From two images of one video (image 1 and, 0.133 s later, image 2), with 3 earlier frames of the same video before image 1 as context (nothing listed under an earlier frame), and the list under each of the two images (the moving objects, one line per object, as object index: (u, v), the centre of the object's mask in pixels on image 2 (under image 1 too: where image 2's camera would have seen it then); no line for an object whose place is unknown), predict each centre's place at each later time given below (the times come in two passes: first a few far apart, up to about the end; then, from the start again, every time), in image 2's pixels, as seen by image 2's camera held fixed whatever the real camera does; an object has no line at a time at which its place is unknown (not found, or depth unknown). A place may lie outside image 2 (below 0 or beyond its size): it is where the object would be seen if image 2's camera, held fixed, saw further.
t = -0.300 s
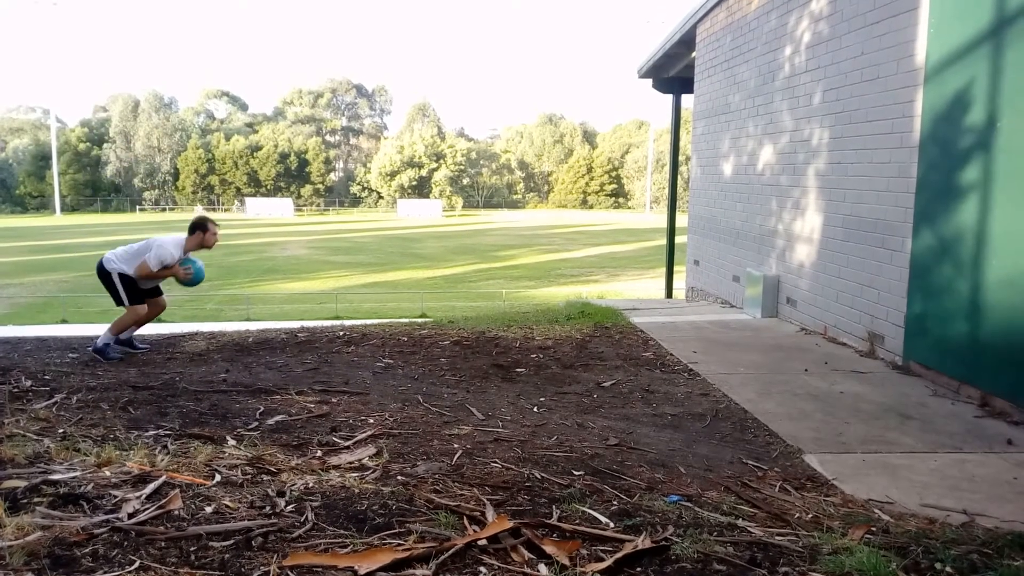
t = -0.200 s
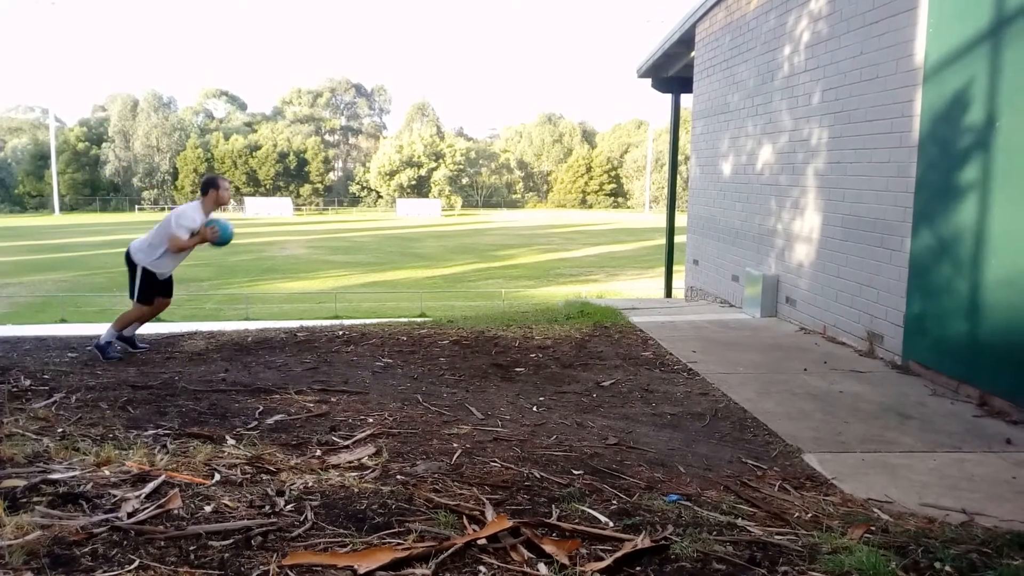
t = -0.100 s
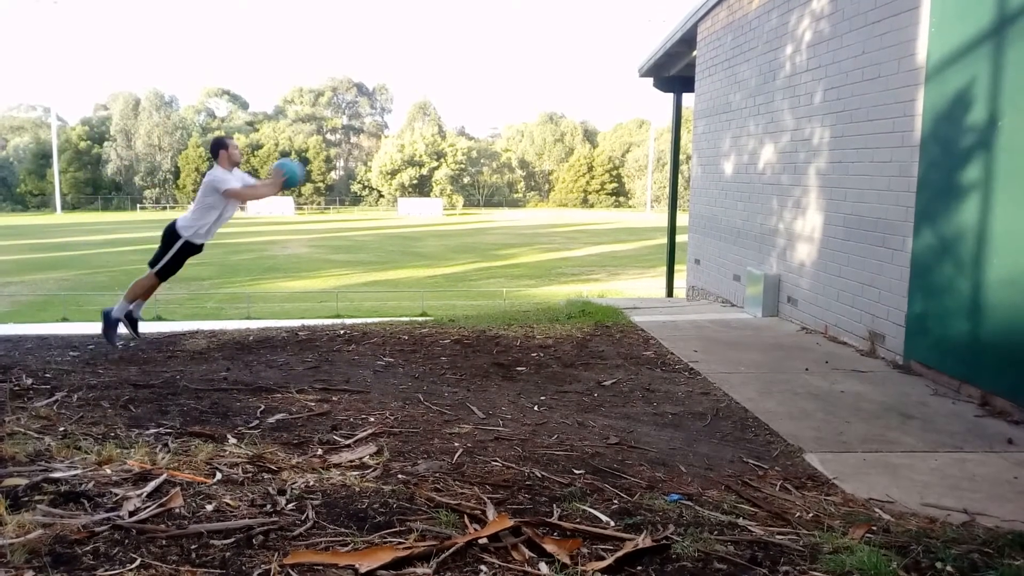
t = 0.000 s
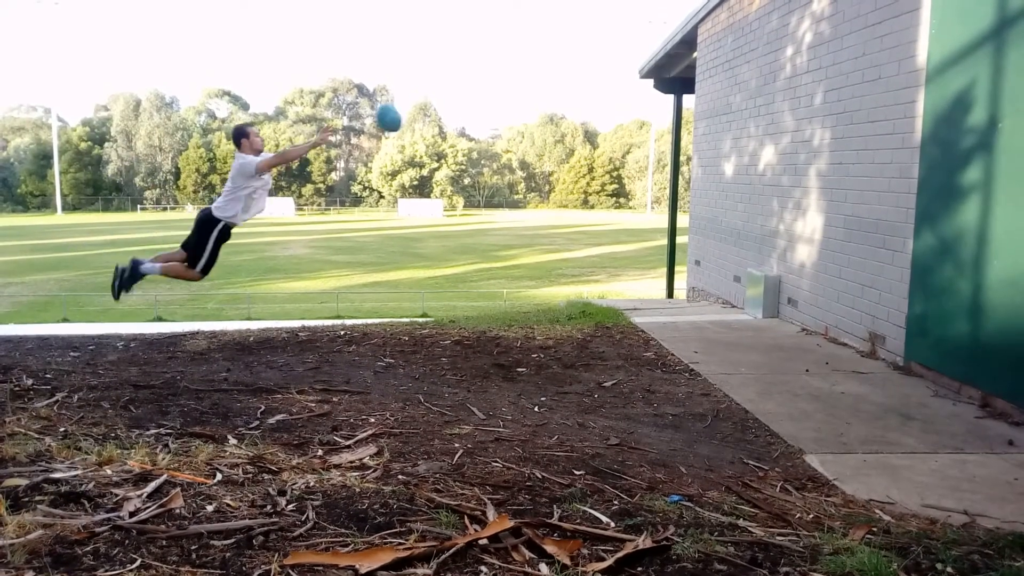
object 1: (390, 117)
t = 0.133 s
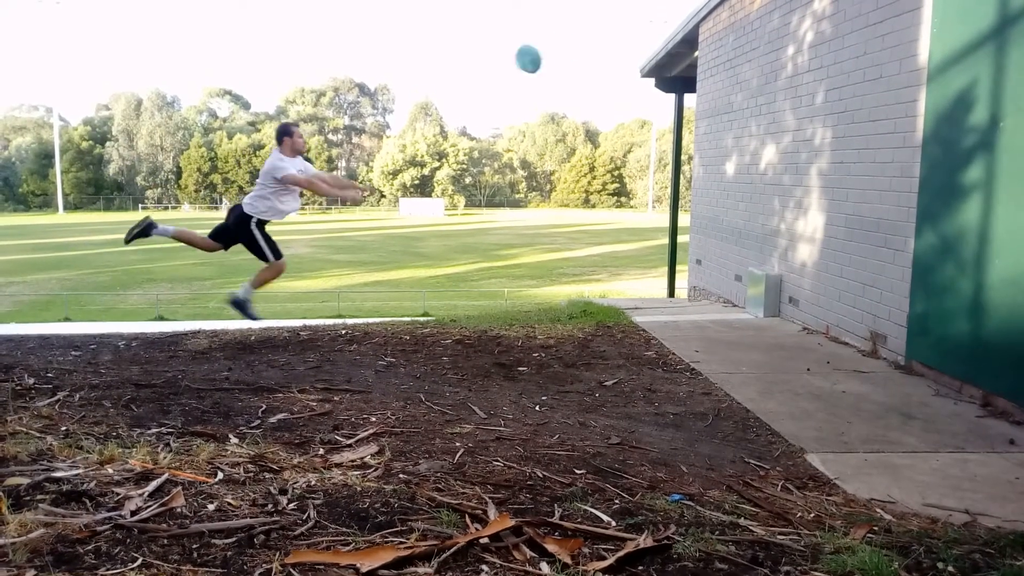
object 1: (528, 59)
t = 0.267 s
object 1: (670, 23)
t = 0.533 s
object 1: (743, 32)
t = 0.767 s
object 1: (586, 128)
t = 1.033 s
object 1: (412, 325)
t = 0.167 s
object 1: (563, 48)
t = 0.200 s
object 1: (598, 38)
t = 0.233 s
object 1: (634, 30)
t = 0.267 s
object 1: (670, 23)
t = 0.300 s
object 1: (706, 18)
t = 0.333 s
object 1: (741, 16)
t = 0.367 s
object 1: (779, 15)
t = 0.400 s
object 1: (815, 14)
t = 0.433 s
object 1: (810, 16)
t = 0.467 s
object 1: (788, 19)
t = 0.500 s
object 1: (766, 25)
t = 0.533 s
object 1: (743, 32)
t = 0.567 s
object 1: (721, 41)
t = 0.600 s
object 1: (698, 51)
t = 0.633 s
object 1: (676, 63)
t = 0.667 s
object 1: (656, 76)
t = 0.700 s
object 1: (631, 93)
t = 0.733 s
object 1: (609, 109)
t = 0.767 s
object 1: (586, 128)
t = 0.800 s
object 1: (564, 147)
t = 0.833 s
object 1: (542, 169)
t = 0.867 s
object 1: (519, 191)
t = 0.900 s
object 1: (498, 214)
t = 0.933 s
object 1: (476, 241)
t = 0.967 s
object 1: (454, 267)
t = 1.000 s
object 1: (433, 295)
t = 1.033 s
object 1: (412, 325)
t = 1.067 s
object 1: (397, 326)
